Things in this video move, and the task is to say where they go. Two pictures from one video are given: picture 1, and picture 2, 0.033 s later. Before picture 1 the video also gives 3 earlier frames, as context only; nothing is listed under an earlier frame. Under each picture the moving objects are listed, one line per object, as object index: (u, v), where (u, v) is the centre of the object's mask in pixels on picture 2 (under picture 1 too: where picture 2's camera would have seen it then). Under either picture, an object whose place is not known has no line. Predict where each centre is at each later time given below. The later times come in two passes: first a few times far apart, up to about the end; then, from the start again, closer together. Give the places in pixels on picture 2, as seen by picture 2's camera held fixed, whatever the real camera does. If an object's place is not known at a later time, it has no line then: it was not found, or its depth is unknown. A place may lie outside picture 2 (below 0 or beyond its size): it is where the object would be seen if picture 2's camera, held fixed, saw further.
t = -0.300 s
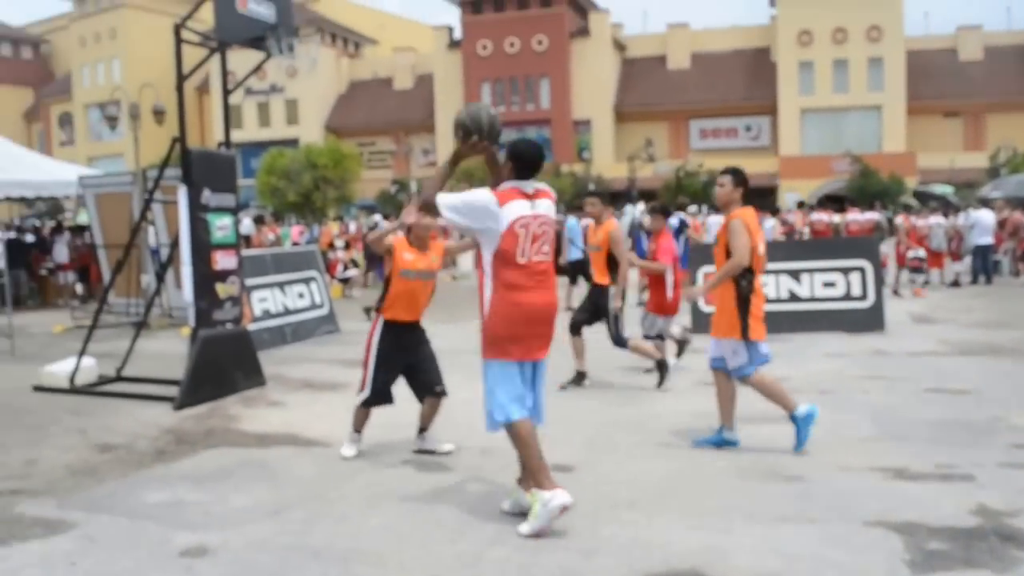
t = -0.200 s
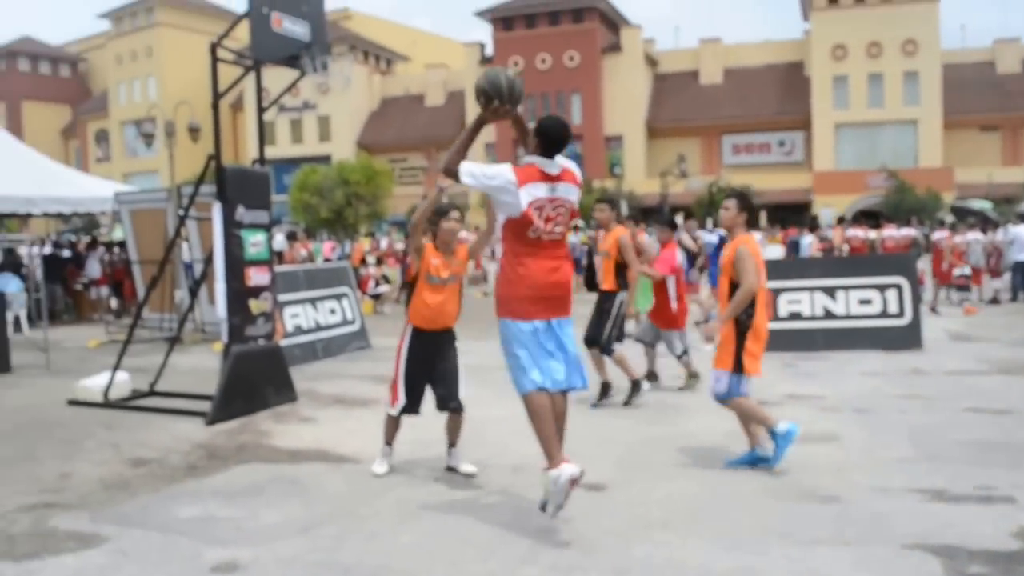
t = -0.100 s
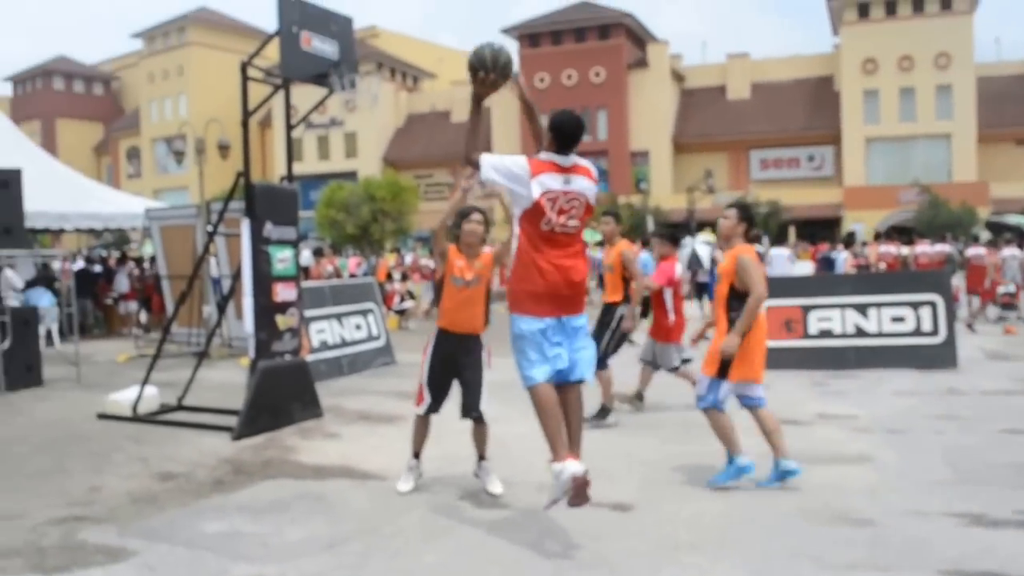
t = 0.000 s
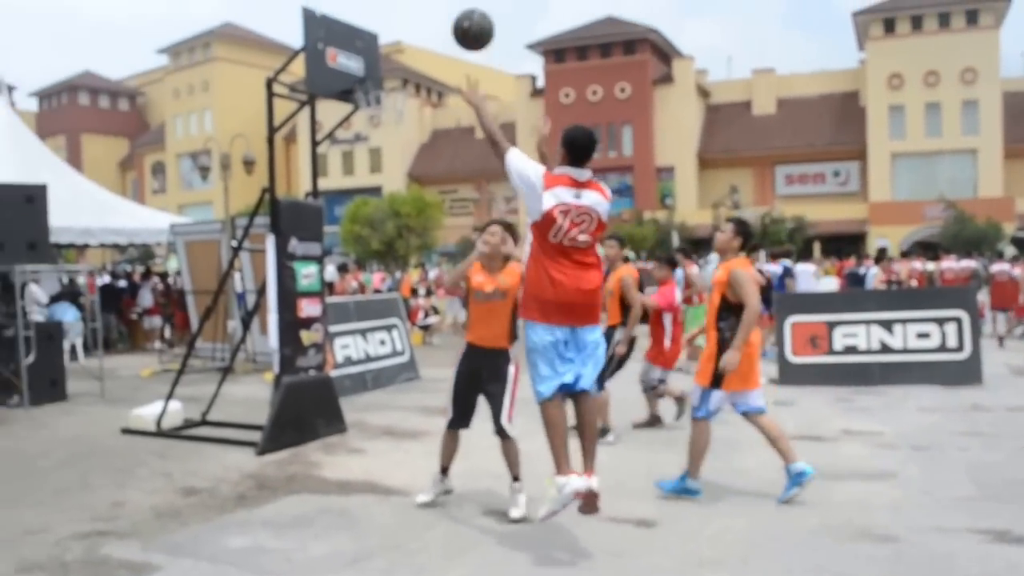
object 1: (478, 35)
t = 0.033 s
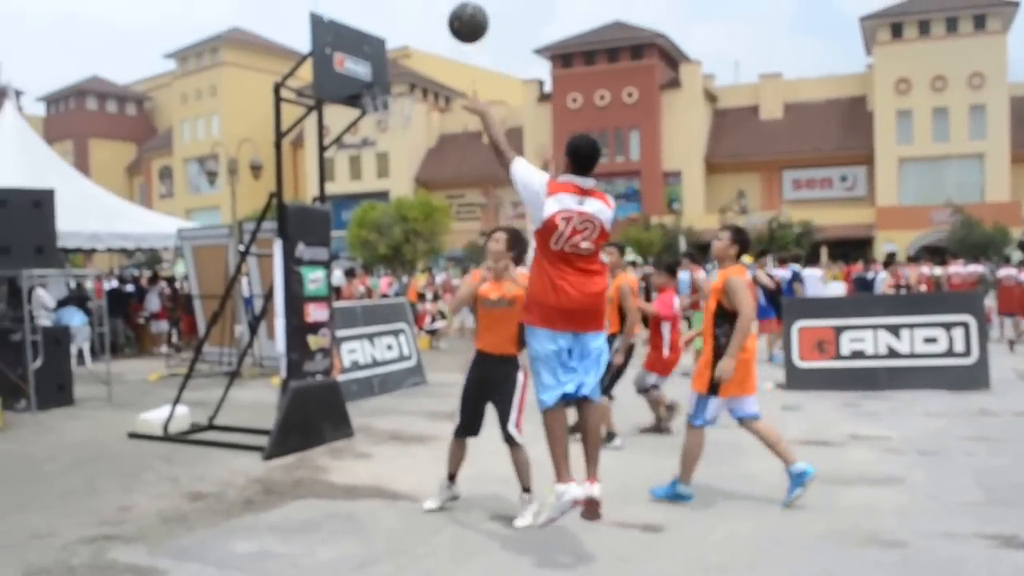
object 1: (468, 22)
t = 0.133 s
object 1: (437, 0)
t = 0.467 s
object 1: (364, 30)
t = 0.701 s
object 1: (403, 86)
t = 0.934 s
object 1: (404, 111)
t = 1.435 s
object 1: (367, 229)
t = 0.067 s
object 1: (458, 13)
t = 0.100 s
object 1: (447, 5)
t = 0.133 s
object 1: (437, 0)
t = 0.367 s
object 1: (383, 5)
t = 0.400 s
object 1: (376, 12)
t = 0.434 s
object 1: (370, 21)
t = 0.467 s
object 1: (364, 30)
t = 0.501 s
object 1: (358, 41)
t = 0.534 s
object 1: (354, 50)
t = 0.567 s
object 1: (355, 60)
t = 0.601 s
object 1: (368, 67)
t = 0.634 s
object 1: (382, 76)
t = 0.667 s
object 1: (393, 82)
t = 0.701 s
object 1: (403, 86)
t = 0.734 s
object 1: (405, 91)
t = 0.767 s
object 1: (407, 95)
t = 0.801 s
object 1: (408, 99)
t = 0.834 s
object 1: (408, 107)
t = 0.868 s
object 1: (407, 109)
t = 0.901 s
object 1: (406, 110)
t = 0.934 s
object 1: (404, 111)
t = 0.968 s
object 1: (404, 114)
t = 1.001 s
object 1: (402, 117)
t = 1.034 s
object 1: (401, 120)
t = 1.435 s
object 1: (367, 229)
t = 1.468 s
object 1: (365, 245)
